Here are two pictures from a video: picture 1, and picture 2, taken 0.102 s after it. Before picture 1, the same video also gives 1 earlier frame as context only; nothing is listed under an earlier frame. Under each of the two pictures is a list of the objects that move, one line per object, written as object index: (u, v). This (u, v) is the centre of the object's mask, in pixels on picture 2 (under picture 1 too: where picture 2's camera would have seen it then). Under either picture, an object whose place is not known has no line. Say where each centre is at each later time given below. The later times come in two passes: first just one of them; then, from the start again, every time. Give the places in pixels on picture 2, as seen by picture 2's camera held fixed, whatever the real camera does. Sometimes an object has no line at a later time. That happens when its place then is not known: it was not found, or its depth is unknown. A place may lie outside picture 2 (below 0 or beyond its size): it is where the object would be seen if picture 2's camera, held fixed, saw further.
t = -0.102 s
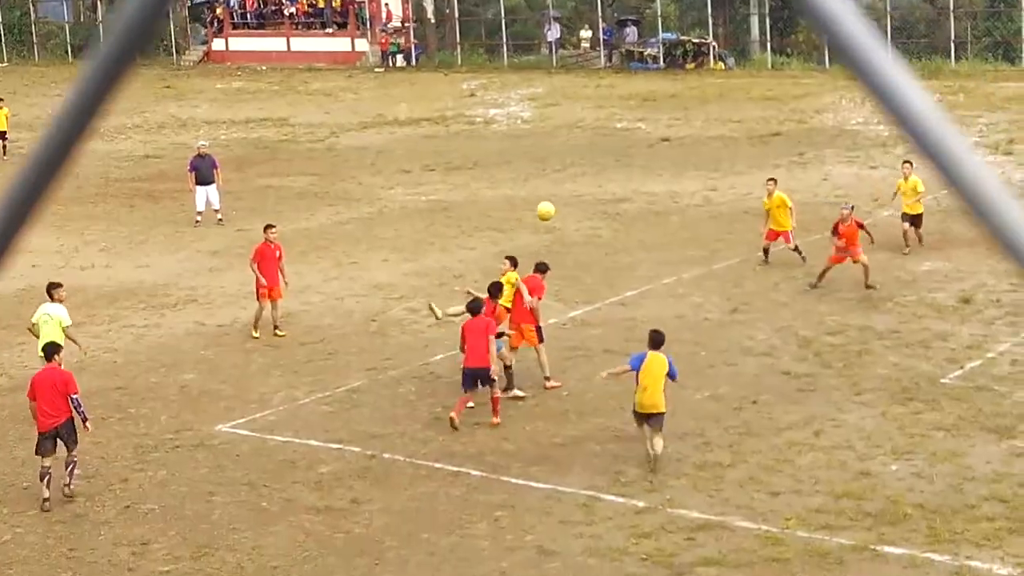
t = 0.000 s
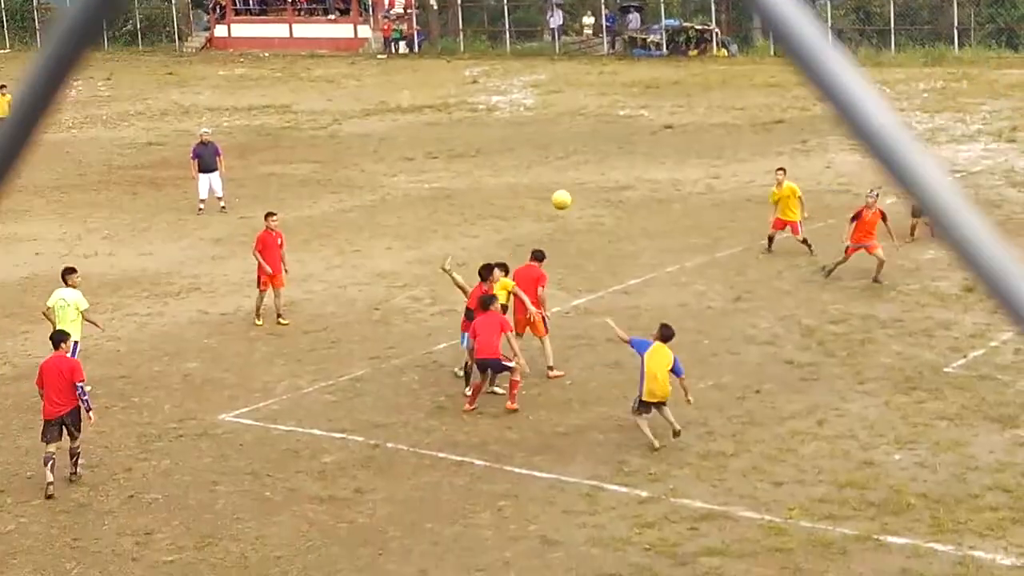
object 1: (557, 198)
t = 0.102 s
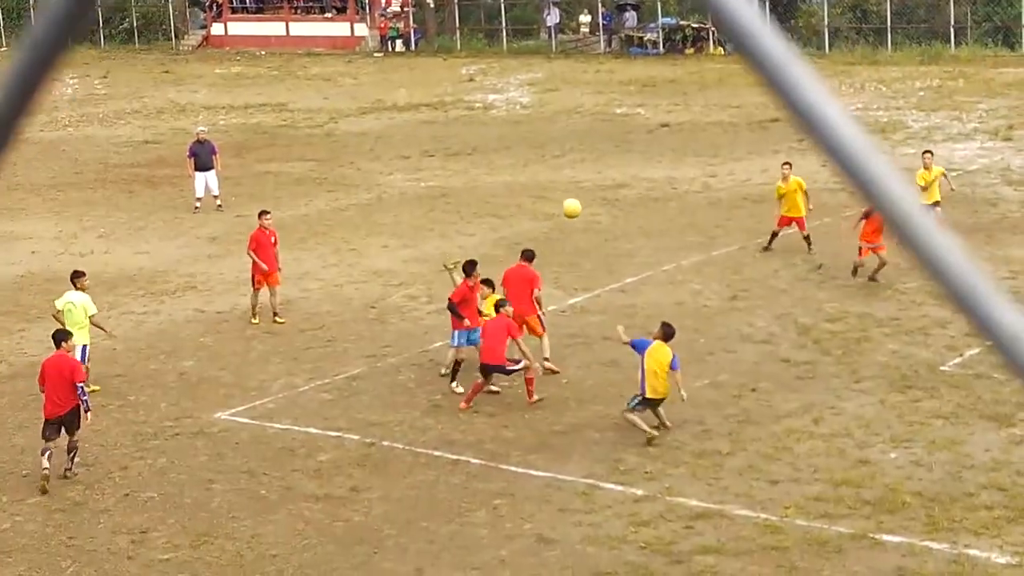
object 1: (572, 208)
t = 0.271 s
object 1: (596, 245)
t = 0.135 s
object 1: (576, 213)
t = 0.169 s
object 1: (581, 219)
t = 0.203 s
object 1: (586, 227)
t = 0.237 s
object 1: (591, 235)
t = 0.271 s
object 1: (596, 245)
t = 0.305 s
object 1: (601, 255)
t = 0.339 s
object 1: (606, 267)
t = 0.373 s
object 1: (611, 280)
